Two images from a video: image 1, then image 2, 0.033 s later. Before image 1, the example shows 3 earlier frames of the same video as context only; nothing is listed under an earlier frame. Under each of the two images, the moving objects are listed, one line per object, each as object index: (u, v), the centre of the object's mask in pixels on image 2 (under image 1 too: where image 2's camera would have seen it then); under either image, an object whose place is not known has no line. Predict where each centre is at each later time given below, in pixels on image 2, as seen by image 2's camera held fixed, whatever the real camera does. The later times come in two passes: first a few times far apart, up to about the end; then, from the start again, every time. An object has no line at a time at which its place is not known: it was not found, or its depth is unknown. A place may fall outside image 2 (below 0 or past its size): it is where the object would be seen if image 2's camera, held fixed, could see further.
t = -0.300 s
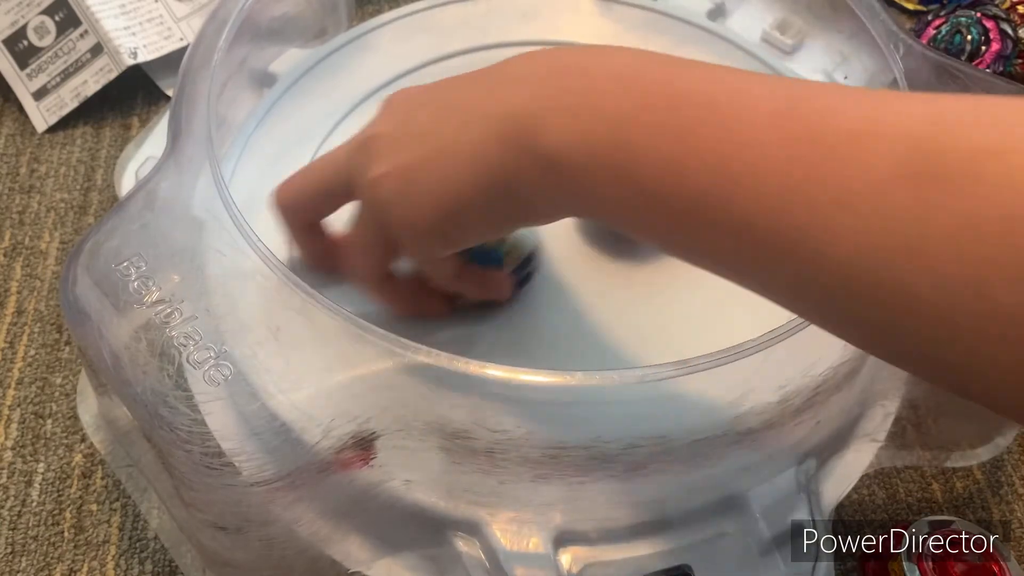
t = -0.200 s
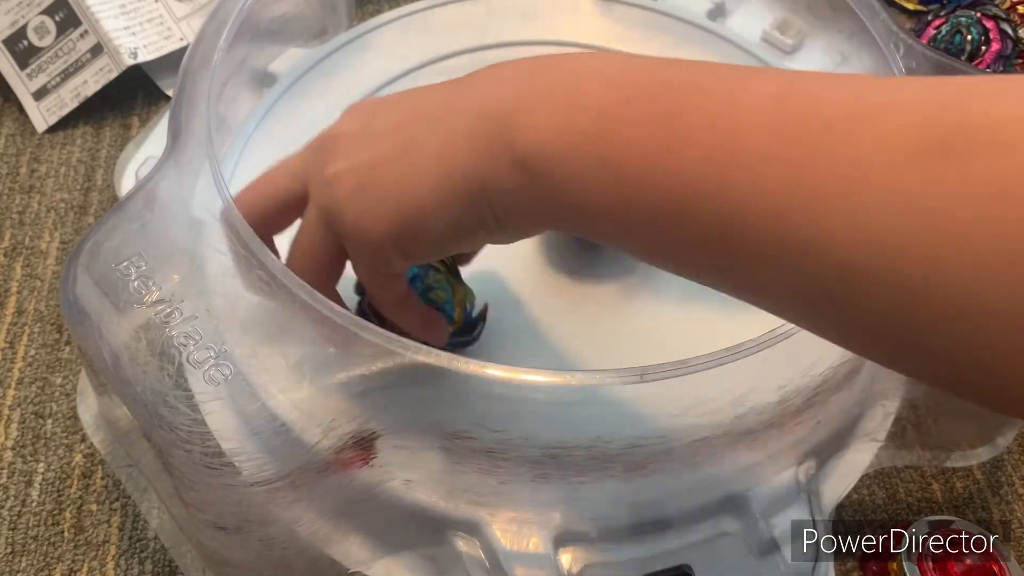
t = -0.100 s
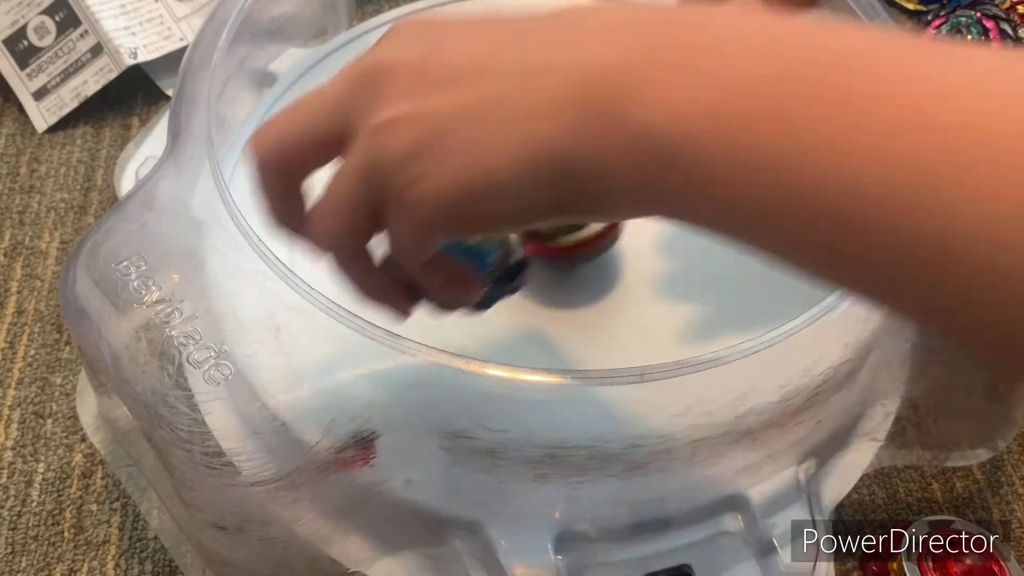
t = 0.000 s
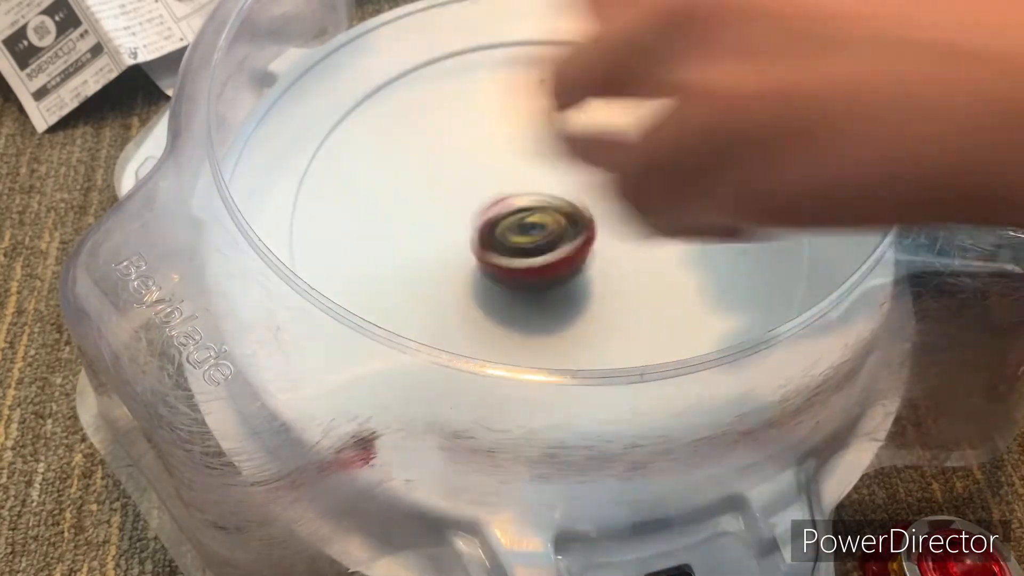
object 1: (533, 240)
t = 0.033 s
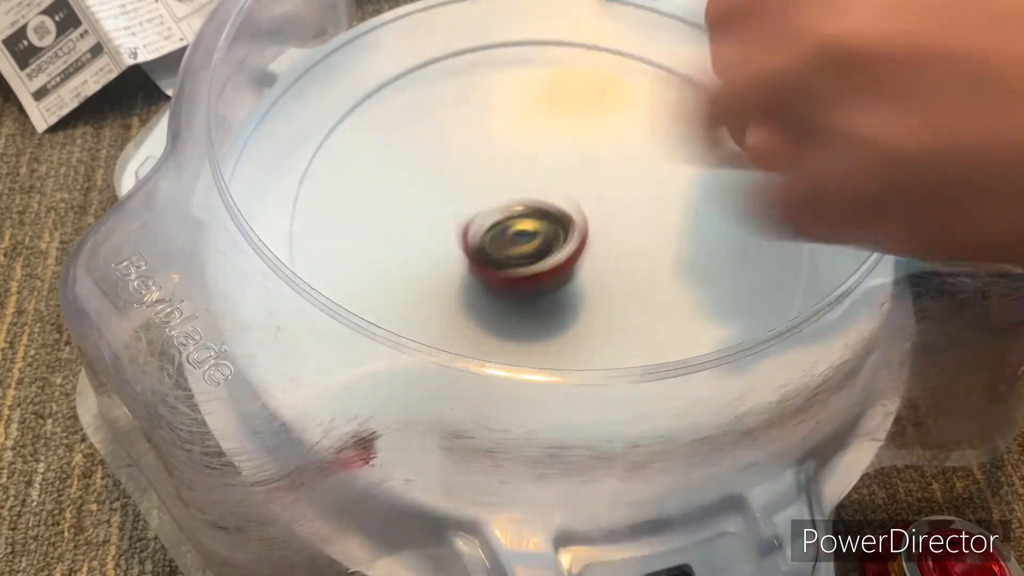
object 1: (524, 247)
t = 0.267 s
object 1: (481, 264)
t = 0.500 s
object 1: (507, 233)
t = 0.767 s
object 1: (577, 165)
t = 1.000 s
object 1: (605, 154)
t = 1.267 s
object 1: (587, 199)
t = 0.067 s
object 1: (513, 252)
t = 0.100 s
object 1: (503, 257)
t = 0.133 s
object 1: (493, 264)
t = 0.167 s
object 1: (487, 264)
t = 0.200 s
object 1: (484, 266)
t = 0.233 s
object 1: (482, 265)
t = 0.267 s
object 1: (481, 264)
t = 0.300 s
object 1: (486, 263)
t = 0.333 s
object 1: (488, 259)
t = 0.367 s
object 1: (490, 256)
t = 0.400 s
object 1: (494, 255)
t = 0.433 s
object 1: (498, 248)
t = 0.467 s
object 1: (503, 240)
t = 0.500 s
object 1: (507, 233)
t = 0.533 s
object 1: (514, 225)
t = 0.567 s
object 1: (524, 216)
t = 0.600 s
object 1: (532, 206)
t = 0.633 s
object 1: (540, 197)
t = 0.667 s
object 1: (551, 190)
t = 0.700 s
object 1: (561, 180)
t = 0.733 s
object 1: (569, 172)
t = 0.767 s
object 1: (577, 165)
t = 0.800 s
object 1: (586, 160)
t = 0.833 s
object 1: (593, 155)
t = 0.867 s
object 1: (598, 153)
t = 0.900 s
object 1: (602, 153)
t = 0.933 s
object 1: (606, 152)
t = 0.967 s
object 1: (606, 152)
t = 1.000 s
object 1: (605, 154)
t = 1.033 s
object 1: (607, 156)
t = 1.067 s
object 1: (604, 159)
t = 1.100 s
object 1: (601, 163)
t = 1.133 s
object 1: (602, 168)
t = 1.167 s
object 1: (600, 174)
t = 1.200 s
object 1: (595, 182)
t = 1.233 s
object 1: (593, 191)
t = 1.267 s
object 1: (587, 199)
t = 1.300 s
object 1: (579, 209)
